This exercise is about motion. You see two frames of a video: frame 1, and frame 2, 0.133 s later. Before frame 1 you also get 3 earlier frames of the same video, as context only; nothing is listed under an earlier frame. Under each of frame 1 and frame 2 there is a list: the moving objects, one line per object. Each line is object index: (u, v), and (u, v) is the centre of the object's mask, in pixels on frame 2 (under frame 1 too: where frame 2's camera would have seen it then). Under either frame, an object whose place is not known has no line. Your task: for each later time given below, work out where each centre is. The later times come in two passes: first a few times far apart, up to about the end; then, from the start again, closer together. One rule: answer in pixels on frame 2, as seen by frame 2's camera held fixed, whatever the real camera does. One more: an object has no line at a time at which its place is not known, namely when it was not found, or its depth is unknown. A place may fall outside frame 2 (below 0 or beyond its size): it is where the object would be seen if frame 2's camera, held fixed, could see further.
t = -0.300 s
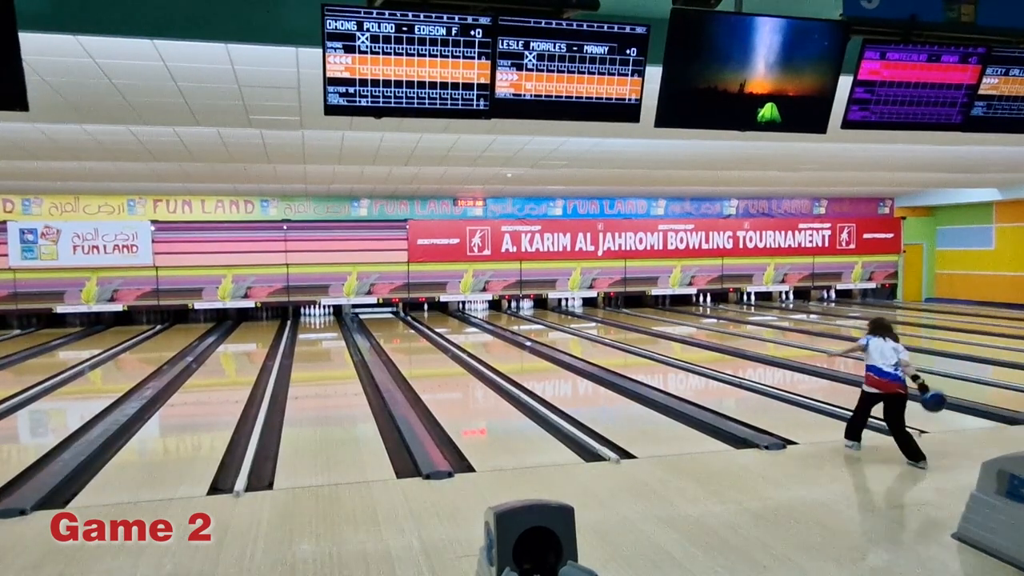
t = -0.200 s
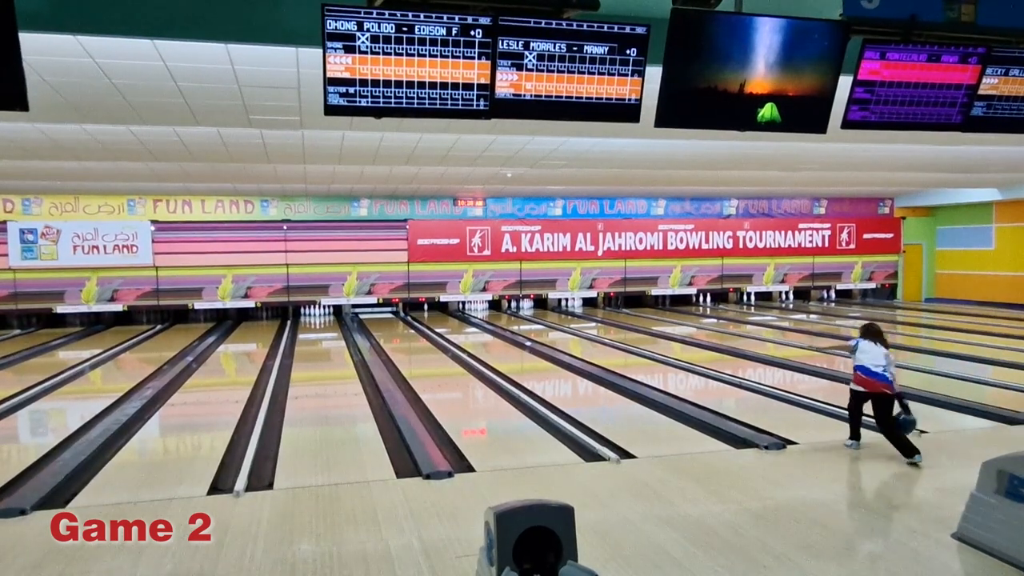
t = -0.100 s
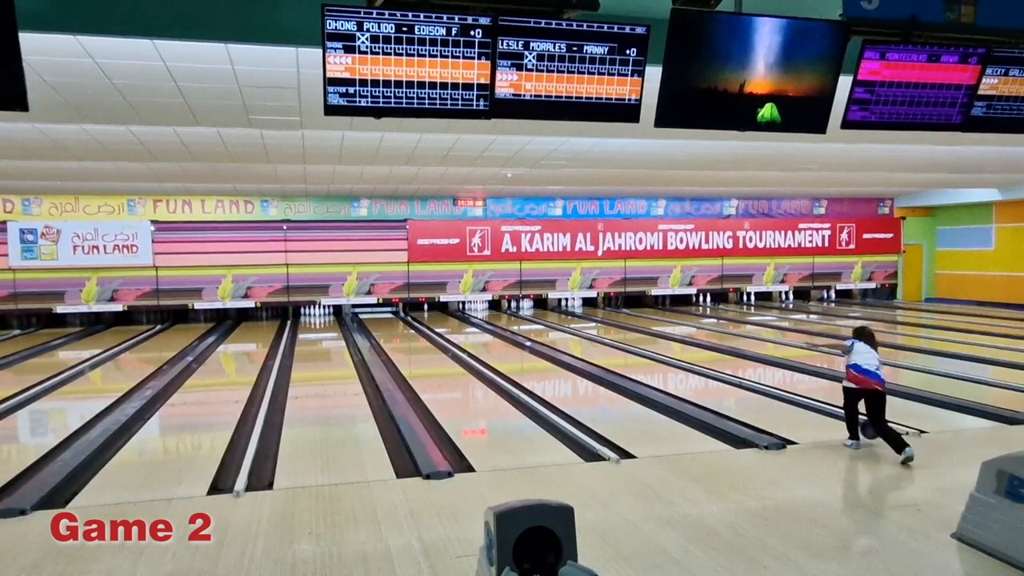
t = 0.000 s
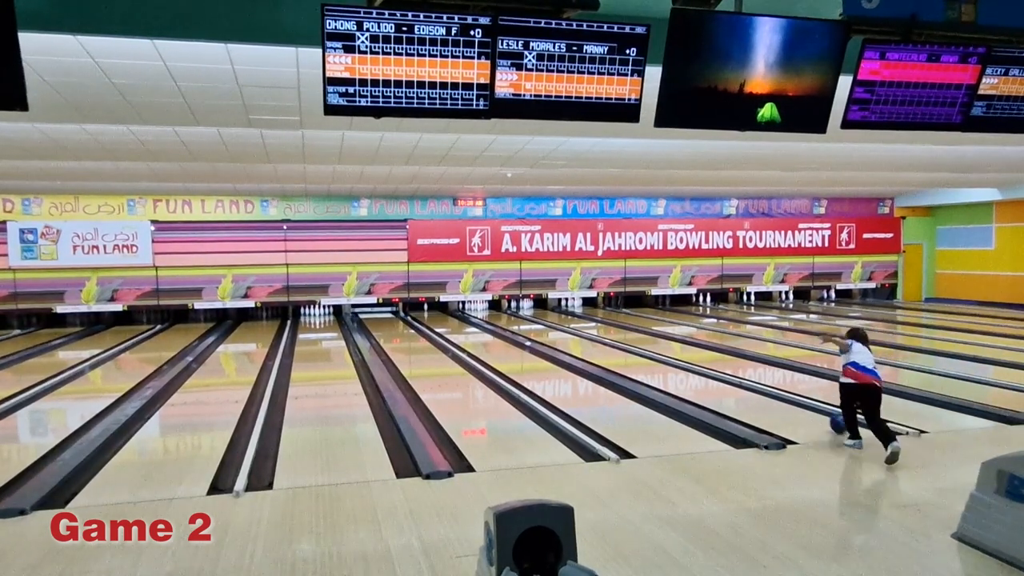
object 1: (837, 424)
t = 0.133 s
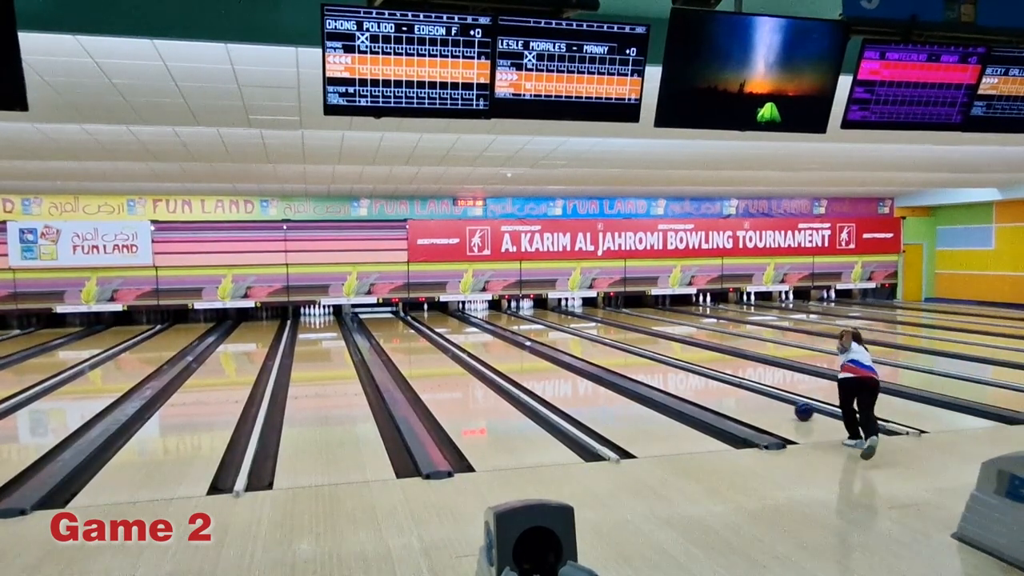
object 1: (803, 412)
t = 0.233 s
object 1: (779, 403)
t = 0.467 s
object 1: (733, 387)
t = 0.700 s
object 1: (695, 375)
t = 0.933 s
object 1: (663, 364)
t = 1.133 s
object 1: (640, 356)
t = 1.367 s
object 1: (618, 349)
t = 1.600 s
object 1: (598, 342)
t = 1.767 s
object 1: (585, 338)
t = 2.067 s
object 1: (566, 332)
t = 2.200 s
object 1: (558, 329)
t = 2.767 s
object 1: (530, 321)
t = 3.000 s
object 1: (519, 318)
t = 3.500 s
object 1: (502, 312)
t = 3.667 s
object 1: (495, 311)
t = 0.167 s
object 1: (795, 409)
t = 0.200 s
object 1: (787, 406)
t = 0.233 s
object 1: (779, 403)
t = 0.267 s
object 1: (772, 401)
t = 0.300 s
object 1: (765, 399)
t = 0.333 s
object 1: (758, 396)
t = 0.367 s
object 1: (751, 393)
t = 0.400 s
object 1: (745, 392)
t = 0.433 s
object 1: (738, 390)
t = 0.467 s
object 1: (733, 387)
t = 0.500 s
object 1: (727, 386)
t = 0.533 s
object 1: (721, 384)
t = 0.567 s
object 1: (716, 381)
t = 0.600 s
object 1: (710, 380)
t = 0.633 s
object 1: (705, 378)
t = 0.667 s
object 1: (699, 377)
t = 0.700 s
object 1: (695, 375)
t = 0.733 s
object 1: (690, 373)
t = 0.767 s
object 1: (685, 372)
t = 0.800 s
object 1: (680, 370)
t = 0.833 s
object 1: (676, 369)
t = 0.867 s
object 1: (672, 367)
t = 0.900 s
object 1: (668, 366)
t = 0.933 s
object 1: (663, 364)
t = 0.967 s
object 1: (659, 363)
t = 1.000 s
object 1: (656, 362)
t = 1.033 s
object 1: (651, 360)
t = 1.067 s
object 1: (648, 359)
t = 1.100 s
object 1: (645, 358)
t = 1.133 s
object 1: (640, 356)
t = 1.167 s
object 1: (637, 355)
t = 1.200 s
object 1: (634, 354)
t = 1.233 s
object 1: (631, 353)
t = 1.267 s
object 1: (627, 352)
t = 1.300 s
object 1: (623, 352)
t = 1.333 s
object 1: (621, 350)
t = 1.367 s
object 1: (618, 349)
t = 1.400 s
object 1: (615, 348)
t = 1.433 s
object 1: (612, 347)
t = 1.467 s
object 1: (609, 346)
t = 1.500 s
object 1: (606, 345)
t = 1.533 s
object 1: (603, 344)
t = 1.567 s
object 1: (601, 343)
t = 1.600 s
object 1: (598, 342)
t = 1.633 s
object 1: (595, 342)
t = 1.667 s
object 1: (593, 341)
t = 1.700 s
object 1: (590, 340)
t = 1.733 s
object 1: (589, 339)
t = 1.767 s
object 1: (585, 338)
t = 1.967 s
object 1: (572, 334)
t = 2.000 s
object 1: (569, 333)
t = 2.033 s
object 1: (568, 332)
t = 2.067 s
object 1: (566, 332)
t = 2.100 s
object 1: (564, 331)
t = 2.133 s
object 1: (563, 330)
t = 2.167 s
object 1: (560, 330)
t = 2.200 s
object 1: (558, 329)
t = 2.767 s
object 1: (530, 321)
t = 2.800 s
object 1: (528, 321)
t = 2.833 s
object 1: (527, 320)
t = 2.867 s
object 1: (526, 319)
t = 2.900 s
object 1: (525, 319)
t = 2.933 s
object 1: (523, 319)
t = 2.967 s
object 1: (522, 319)
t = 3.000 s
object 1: (519, 318)
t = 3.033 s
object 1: (519, 318)
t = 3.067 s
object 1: (518, 317)
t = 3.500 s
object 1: (502, 312)
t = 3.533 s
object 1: (501, 312)
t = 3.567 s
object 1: (500, 312)
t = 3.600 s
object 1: (498, 311)
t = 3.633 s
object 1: (498, 311)
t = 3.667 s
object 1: (495, 311)
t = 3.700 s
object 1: (495, 311)
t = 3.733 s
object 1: (496, 311)
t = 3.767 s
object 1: (492, 312)
